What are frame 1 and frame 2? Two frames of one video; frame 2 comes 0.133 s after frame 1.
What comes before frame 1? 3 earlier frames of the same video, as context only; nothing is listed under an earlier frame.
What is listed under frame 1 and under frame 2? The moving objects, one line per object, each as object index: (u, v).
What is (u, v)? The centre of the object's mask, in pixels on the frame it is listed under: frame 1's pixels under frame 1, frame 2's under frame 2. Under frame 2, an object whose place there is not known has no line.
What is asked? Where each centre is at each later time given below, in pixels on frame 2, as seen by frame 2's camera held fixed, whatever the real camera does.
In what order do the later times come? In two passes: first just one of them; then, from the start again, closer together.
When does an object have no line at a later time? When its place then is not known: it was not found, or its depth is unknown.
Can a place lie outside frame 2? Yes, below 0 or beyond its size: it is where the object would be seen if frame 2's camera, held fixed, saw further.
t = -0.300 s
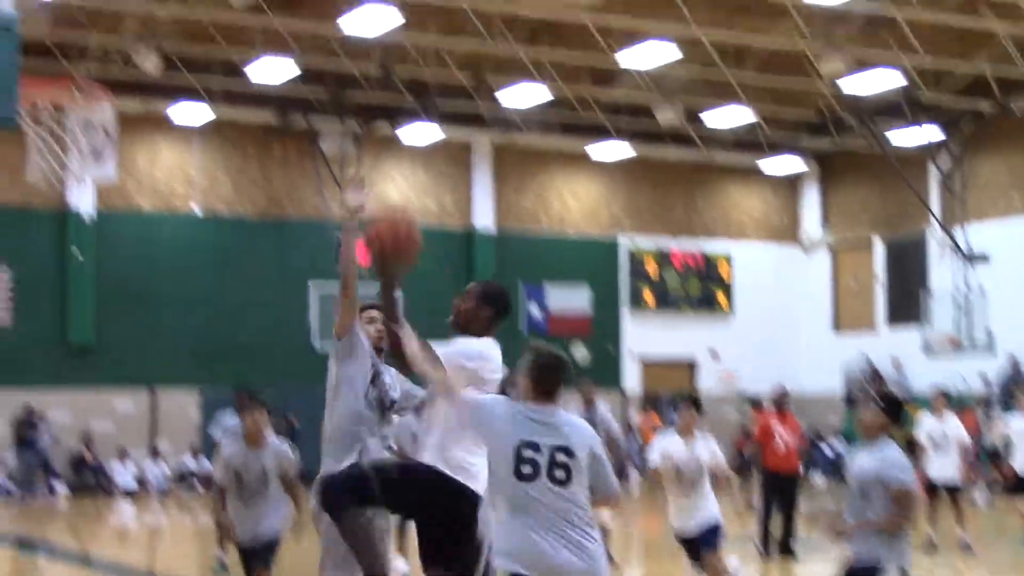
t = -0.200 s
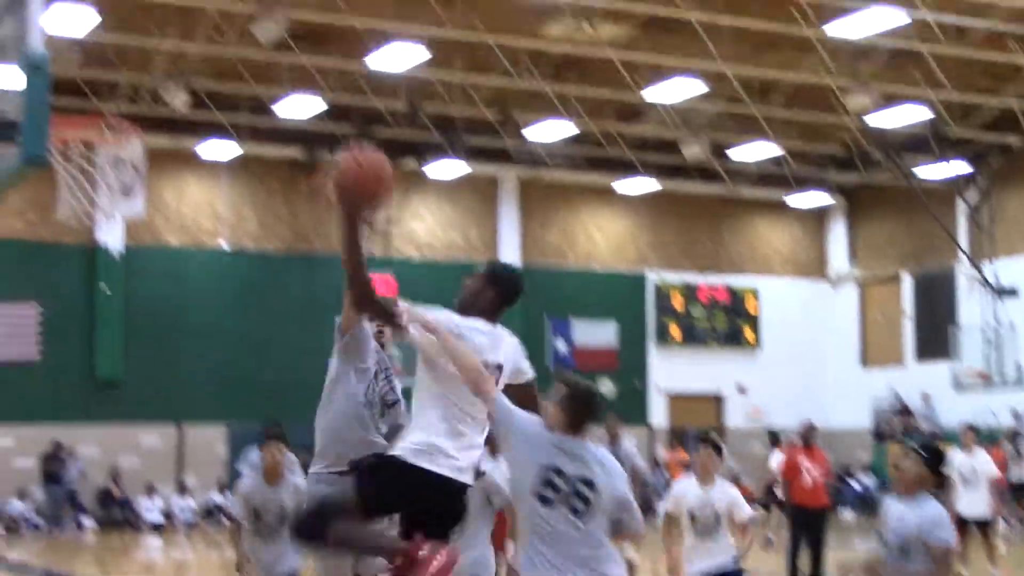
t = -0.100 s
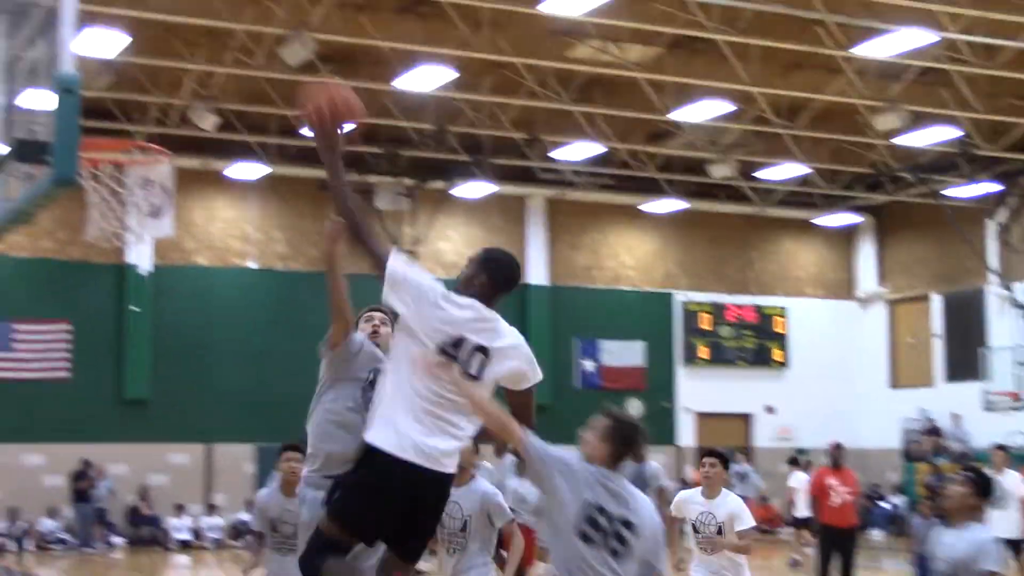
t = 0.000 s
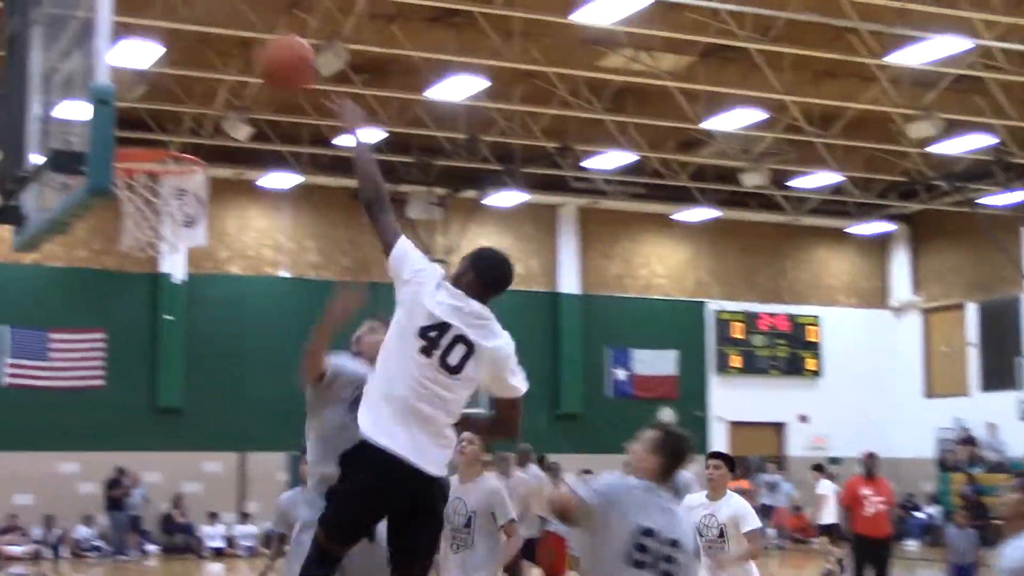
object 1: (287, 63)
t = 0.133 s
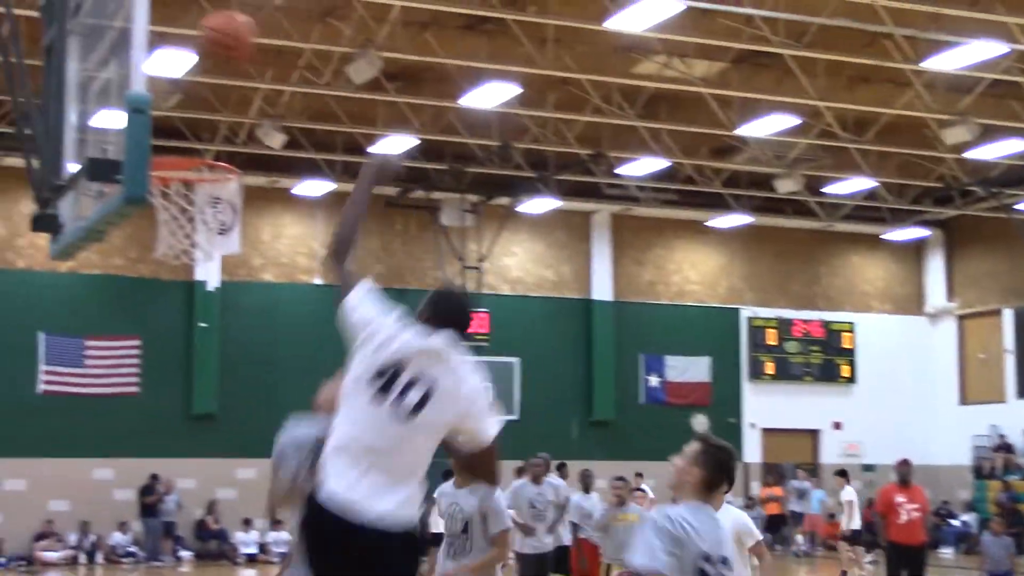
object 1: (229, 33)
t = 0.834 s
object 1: (351, 180)
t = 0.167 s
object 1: (204, 34)
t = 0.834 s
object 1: (351, 180)
